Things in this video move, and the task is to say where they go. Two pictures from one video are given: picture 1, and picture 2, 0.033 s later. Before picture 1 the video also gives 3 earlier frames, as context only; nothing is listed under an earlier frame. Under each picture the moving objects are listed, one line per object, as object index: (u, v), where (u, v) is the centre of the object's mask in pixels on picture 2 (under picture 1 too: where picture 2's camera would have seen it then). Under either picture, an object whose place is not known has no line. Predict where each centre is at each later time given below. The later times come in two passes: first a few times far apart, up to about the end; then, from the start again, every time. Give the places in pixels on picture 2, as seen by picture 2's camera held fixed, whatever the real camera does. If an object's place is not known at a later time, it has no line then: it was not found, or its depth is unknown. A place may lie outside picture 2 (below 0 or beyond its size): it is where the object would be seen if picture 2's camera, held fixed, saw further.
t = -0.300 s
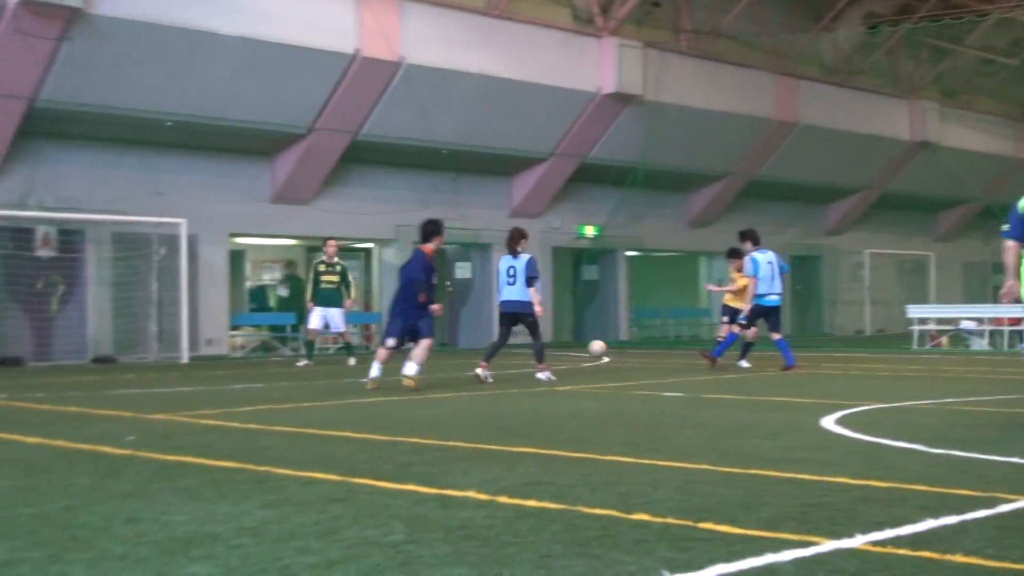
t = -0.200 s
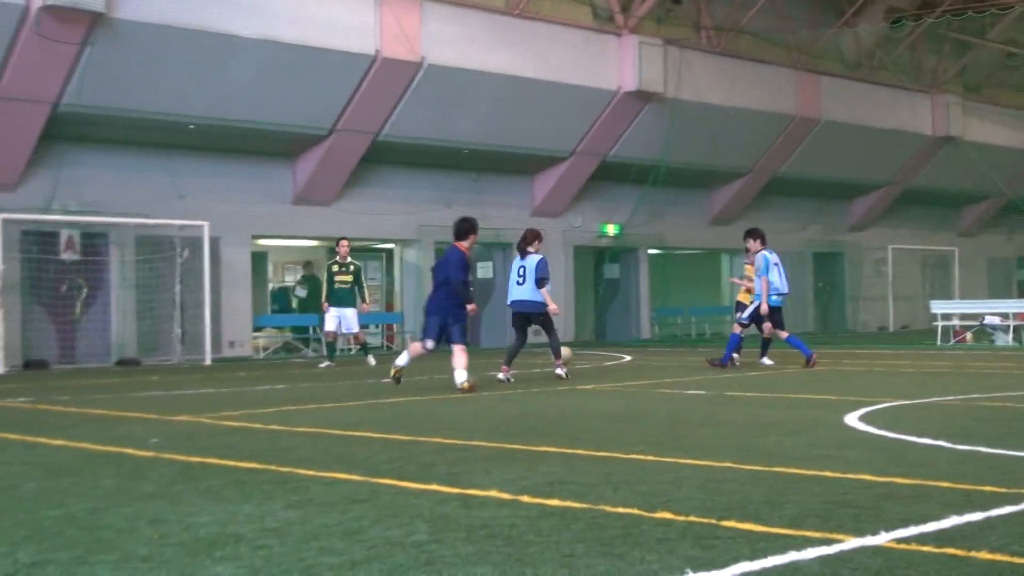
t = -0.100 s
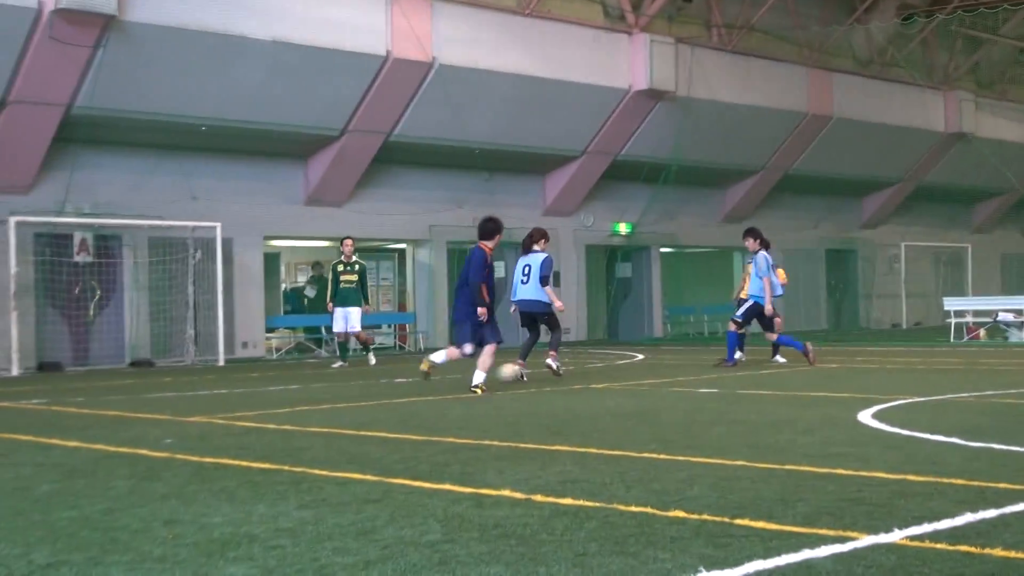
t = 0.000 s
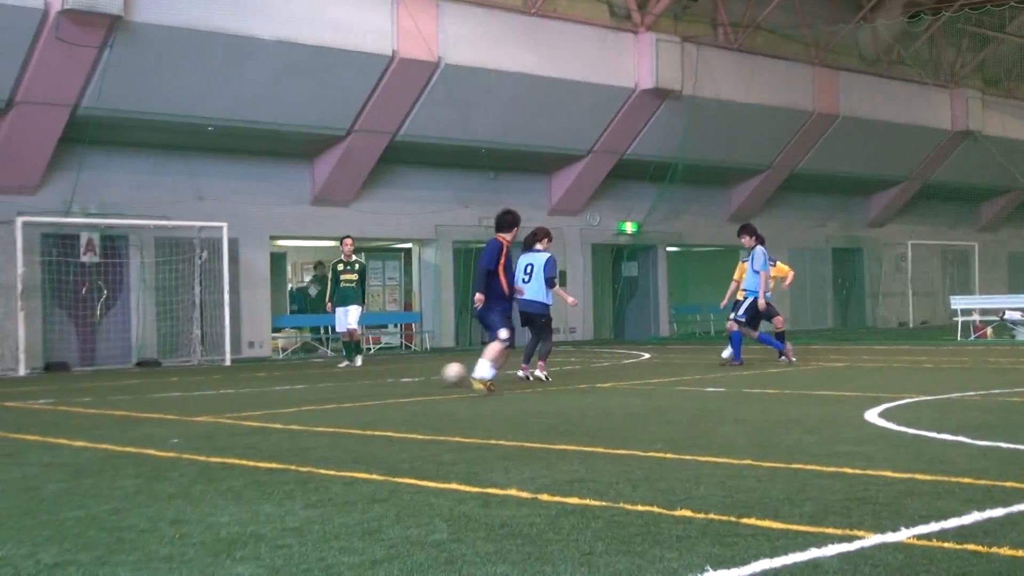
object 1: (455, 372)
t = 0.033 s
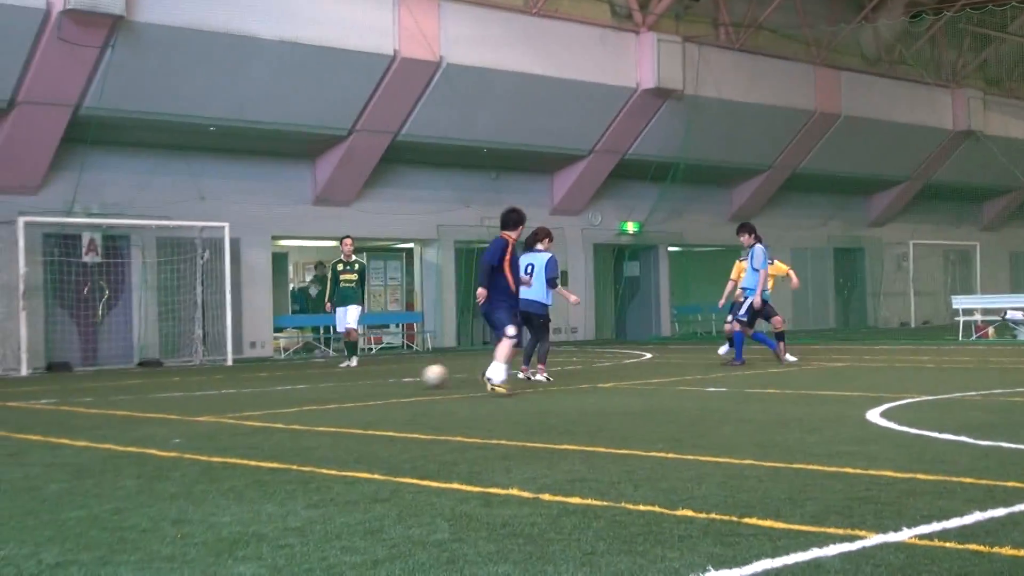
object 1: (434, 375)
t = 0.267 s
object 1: (284, 388)
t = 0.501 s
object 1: (134, 402)
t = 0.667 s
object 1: (20, 411)
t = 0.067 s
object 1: (413, 379)
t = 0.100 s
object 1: (391, 381)
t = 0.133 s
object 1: (370, 381)
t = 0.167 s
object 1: (349, 383)
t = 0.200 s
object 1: (326, 386)
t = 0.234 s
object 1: (305, 387)
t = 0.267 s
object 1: (284, 388)
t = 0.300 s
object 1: (263, 390)
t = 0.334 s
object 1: (241, 393)
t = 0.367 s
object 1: (219, 394)
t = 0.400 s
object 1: (198, 396)
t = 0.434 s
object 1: (177, 398)
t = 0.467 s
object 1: (156, 400)
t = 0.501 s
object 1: (134, 402)
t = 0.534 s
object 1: (113, 403)
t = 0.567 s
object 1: (90, 405)
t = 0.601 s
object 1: (68, 407)
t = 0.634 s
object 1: (43, 409)
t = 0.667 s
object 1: (20, 411)
